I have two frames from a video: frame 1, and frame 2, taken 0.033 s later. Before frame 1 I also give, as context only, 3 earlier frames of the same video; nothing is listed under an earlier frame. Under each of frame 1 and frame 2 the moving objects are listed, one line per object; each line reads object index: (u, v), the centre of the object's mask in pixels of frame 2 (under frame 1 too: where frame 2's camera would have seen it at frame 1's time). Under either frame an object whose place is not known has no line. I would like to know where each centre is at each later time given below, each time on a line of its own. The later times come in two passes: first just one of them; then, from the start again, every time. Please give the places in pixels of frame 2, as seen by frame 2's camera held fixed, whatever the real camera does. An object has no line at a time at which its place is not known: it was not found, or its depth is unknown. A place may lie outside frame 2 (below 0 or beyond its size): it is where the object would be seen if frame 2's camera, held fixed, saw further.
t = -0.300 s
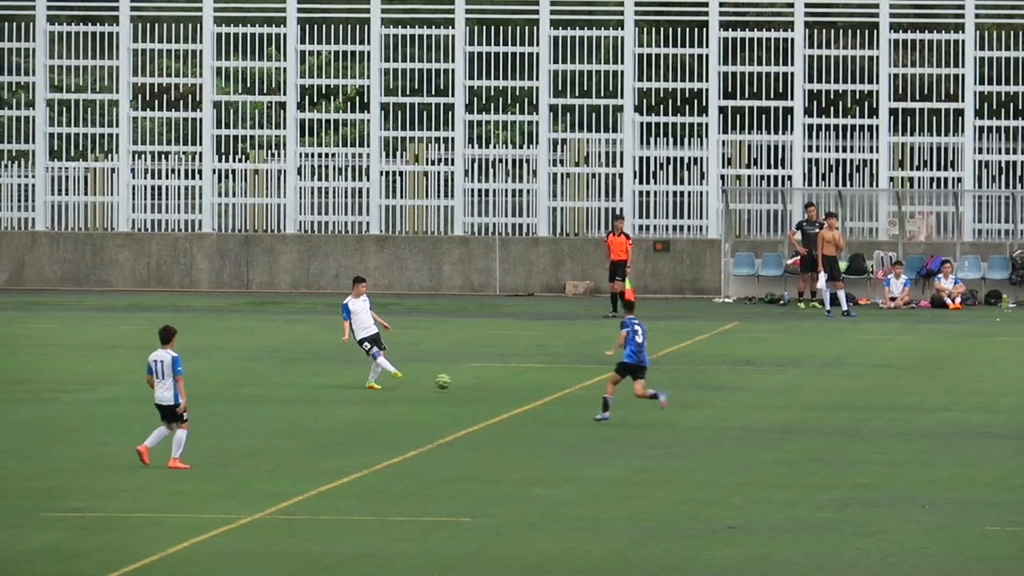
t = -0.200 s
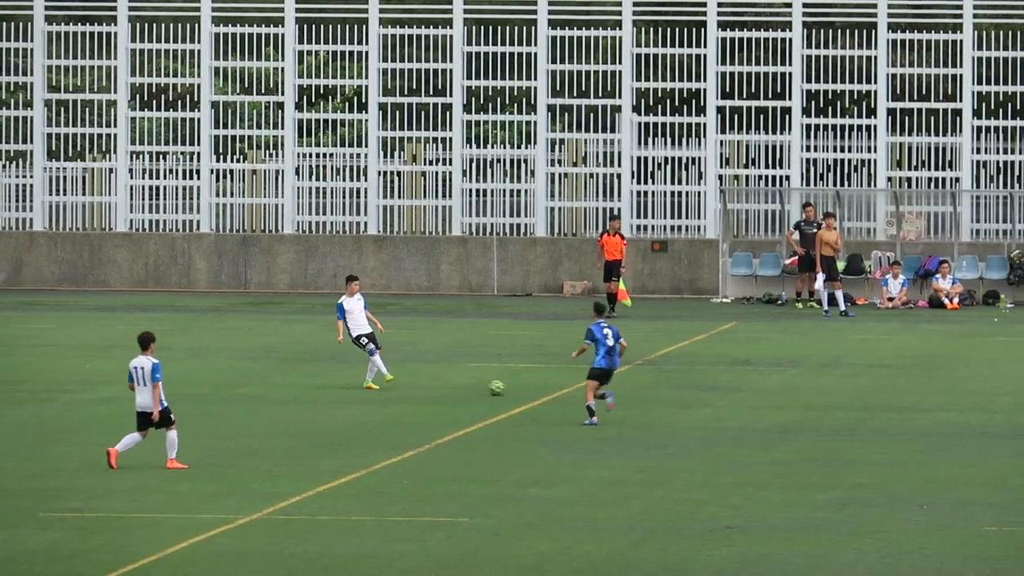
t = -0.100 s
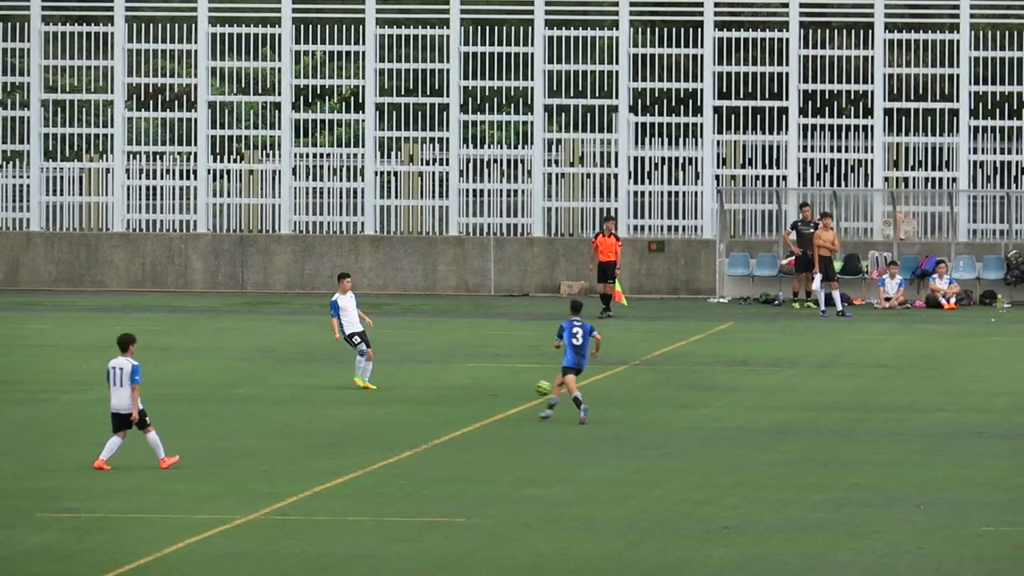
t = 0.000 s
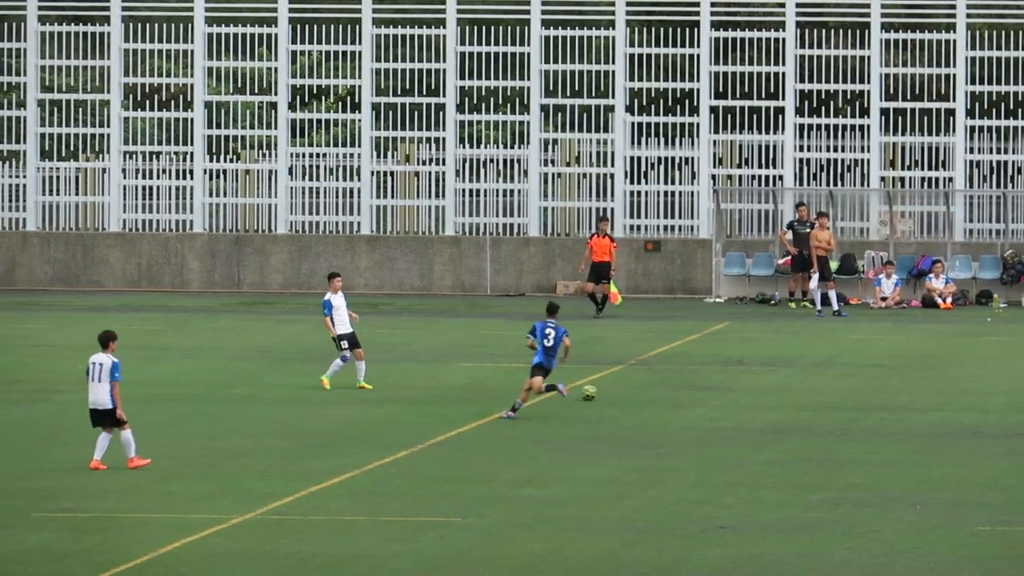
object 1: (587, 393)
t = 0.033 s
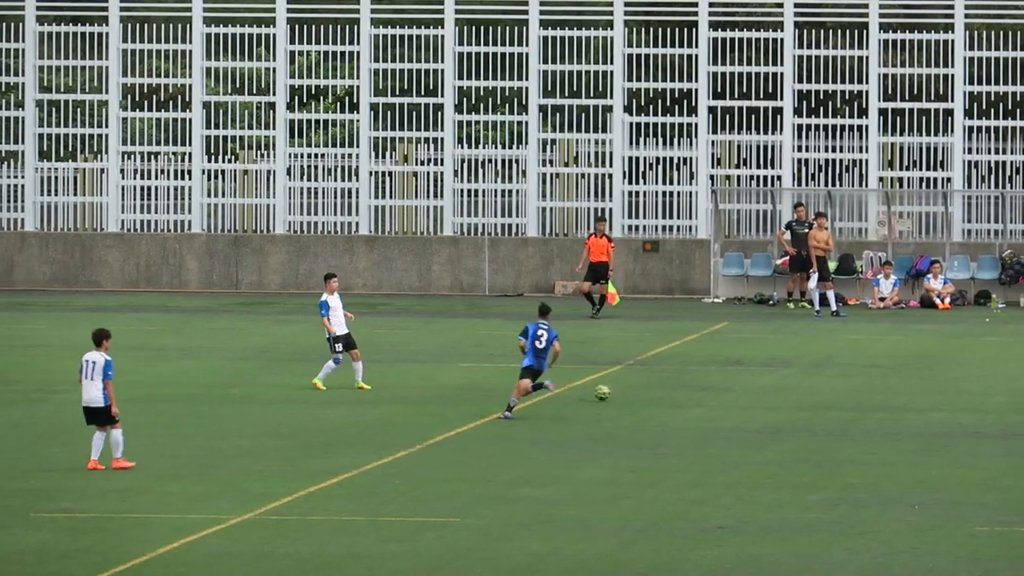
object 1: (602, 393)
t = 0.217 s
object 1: (675, 394)
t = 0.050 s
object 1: (609, 393)
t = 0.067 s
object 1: (616, 393)
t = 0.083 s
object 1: (623, 393)
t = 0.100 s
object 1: (631, 394)
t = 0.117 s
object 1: (638, 394)
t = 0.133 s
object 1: (645, 395)
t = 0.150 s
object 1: (652, 396)
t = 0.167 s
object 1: (659, 395)
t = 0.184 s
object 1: (664, 394)
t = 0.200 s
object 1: (669, 394)
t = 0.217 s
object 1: (675, 394)
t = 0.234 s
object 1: (681, 394)
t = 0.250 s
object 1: (687, 394)
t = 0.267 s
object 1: (692, 394)
